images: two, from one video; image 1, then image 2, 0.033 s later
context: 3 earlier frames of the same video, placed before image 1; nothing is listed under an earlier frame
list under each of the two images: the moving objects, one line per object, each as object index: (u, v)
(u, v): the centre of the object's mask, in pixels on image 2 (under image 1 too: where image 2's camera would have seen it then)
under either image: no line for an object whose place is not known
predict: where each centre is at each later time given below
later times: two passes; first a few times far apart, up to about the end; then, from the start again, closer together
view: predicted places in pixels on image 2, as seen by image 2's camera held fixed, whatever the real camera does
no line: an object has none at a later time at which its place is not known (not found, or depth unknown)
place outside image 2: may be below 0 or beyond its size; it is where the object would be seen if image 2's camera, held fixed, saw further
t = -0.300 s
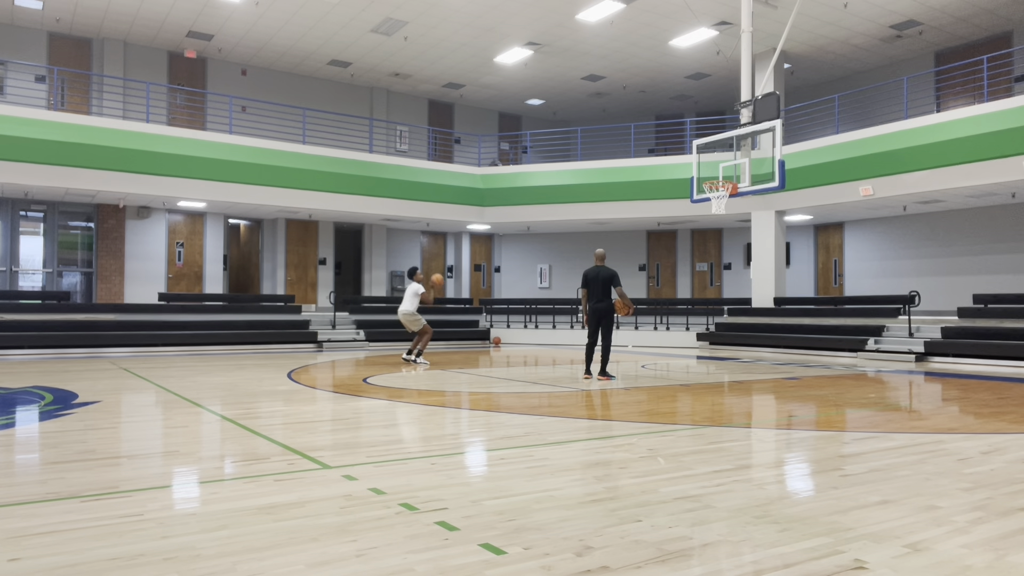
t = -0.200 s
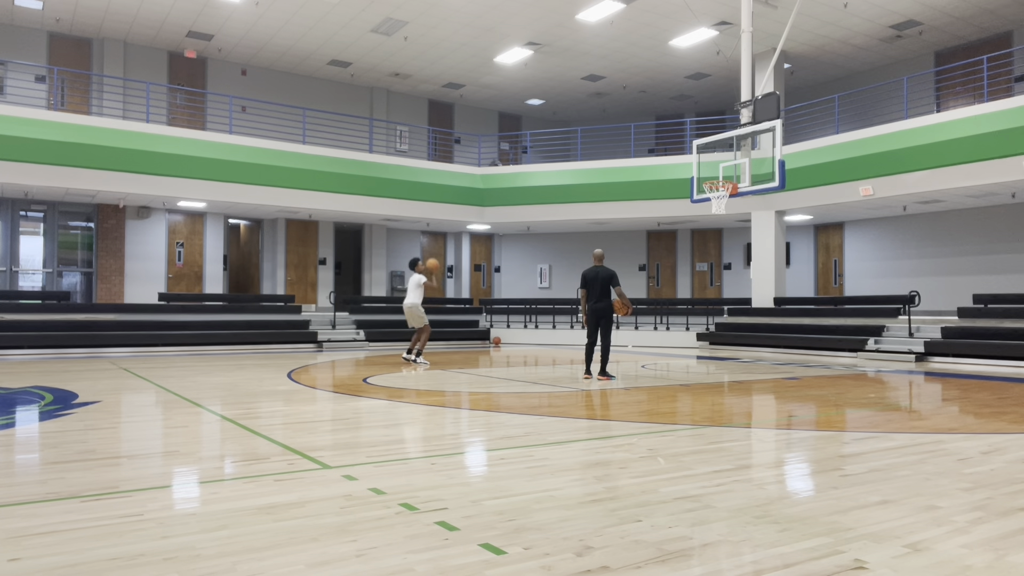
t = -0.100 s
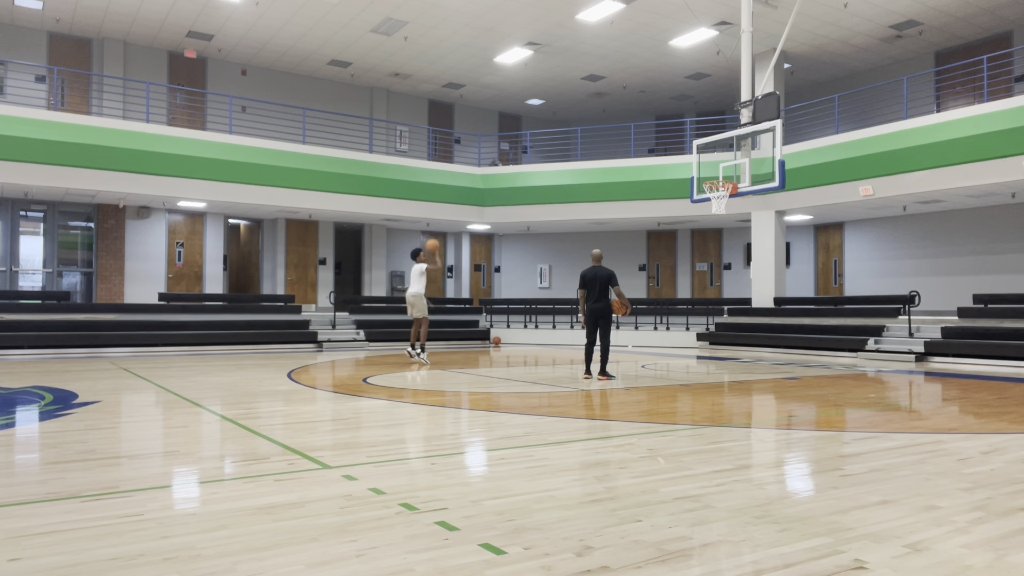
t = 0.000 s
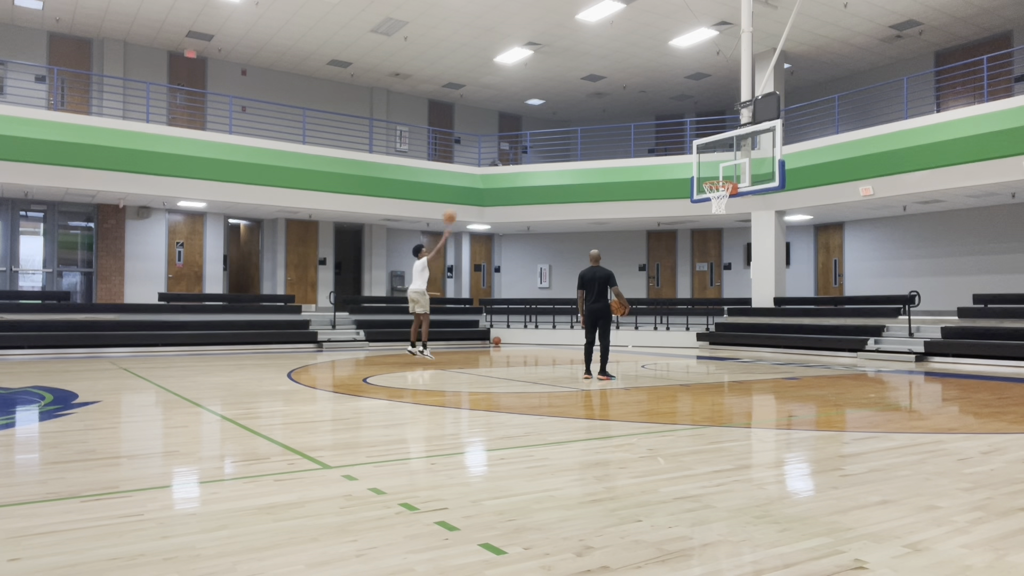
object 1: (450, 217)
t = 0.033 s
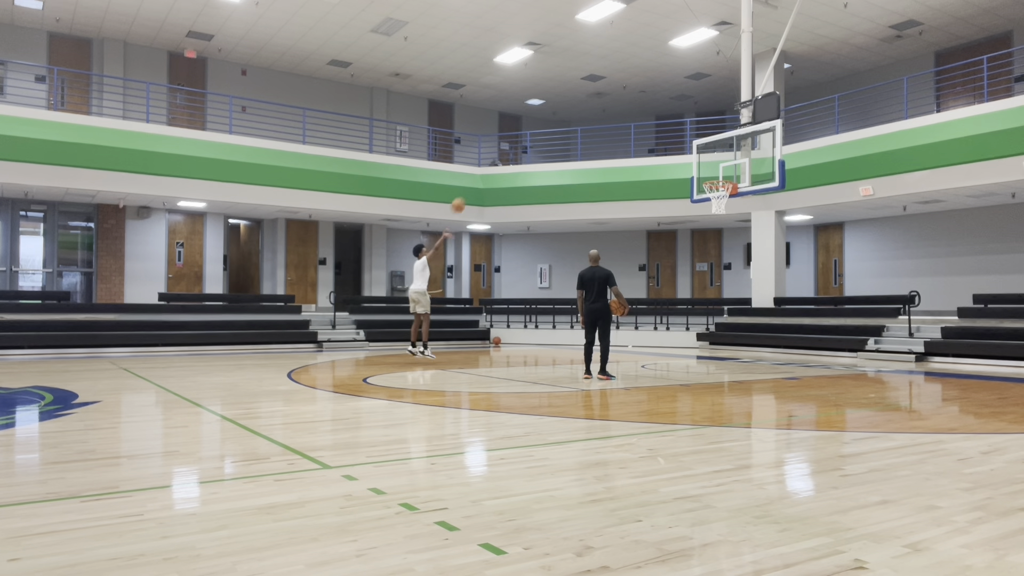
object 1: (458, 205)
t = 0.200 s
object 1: (501, 160)
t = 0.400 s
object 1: (552, 128)
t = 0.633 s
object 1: (610, 118)
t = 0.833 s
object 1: (662, 133)
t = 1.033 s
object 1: (713, 173)
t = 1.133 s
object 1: (722, 190)
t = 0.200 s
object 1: (501, 160)
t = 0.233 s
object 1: (508, 154)
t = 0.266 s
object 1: (518, 148)
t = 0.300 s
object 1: (526, 142)
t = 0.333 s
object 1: (535, 137)
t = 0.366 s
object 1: (543, 132)
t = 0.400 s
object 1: (552, 128)
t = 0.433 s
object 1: (560, 125)
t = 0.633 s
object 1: (610, 118)
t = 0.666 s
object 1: (619, 119)
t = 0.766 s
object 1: (645, 125)
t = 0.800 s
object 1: (653, 129)
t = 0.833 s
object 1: (662, 133)
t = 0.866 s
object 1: (671, 138)
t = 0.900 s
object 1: (678, 144)
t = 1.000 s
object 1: (705, 164)
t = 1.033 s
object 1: (713, 173)
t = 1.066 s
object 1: (722, 180)
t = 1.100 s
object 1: (721, 188)
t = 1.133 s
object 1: (722, 190)
